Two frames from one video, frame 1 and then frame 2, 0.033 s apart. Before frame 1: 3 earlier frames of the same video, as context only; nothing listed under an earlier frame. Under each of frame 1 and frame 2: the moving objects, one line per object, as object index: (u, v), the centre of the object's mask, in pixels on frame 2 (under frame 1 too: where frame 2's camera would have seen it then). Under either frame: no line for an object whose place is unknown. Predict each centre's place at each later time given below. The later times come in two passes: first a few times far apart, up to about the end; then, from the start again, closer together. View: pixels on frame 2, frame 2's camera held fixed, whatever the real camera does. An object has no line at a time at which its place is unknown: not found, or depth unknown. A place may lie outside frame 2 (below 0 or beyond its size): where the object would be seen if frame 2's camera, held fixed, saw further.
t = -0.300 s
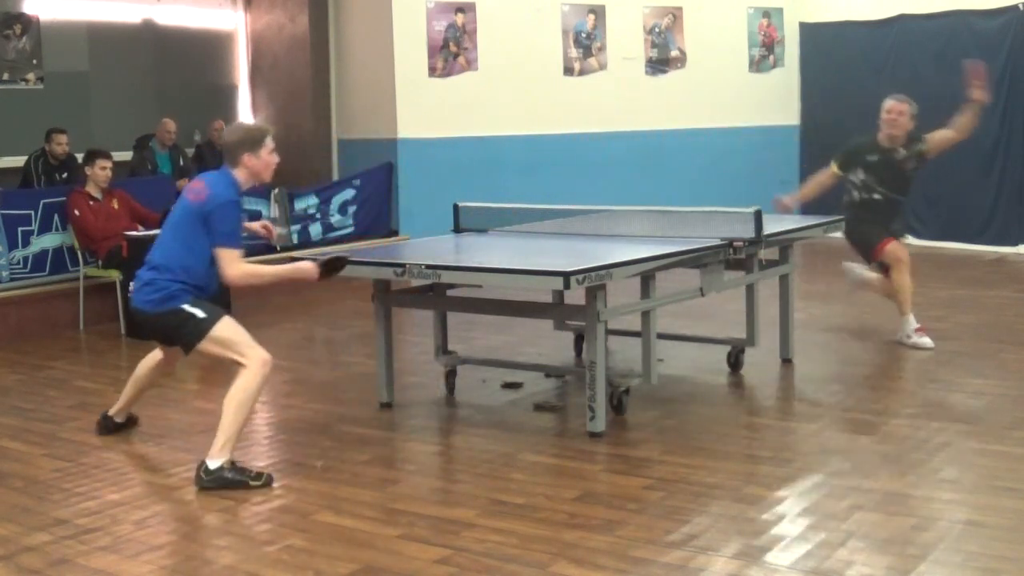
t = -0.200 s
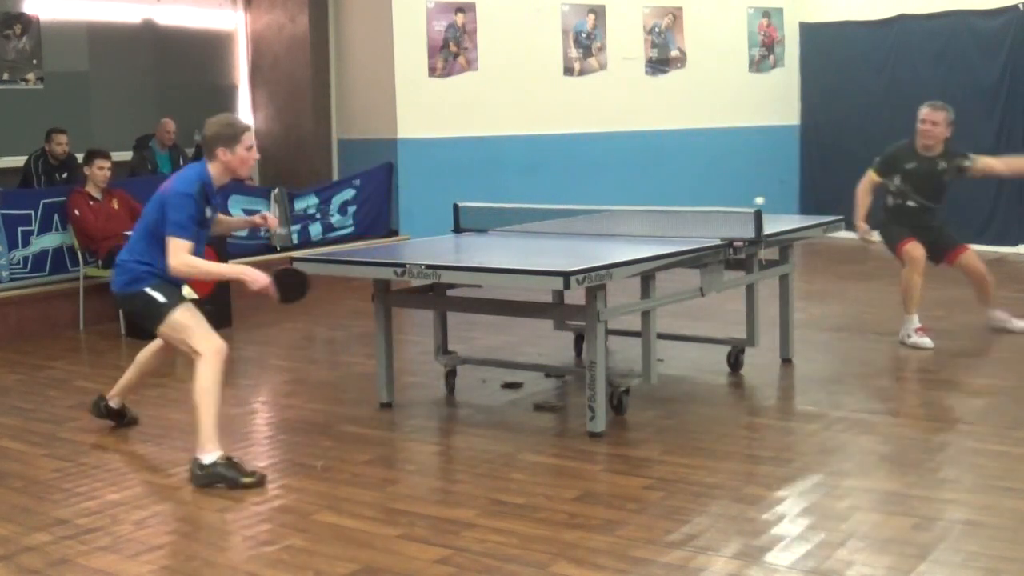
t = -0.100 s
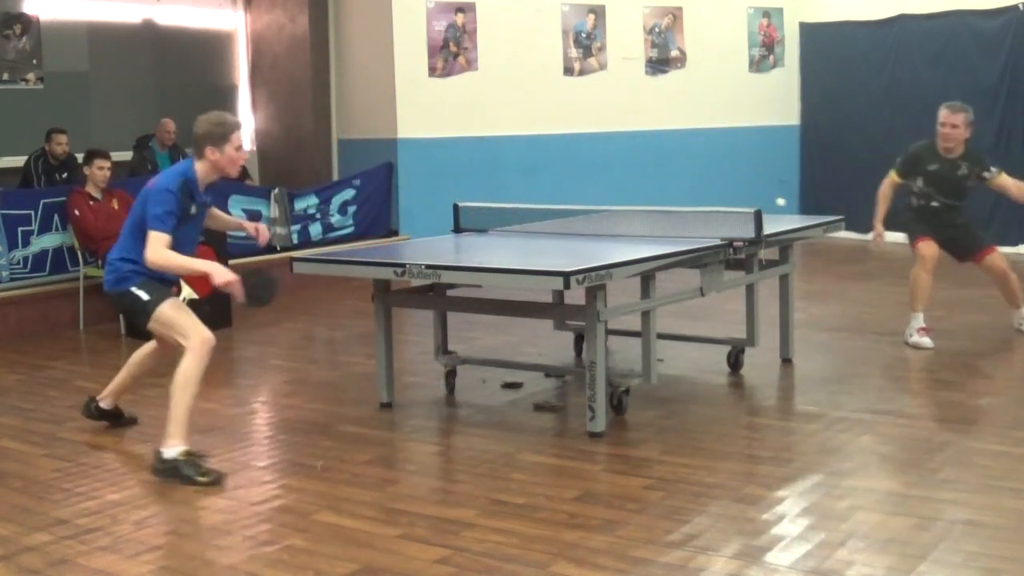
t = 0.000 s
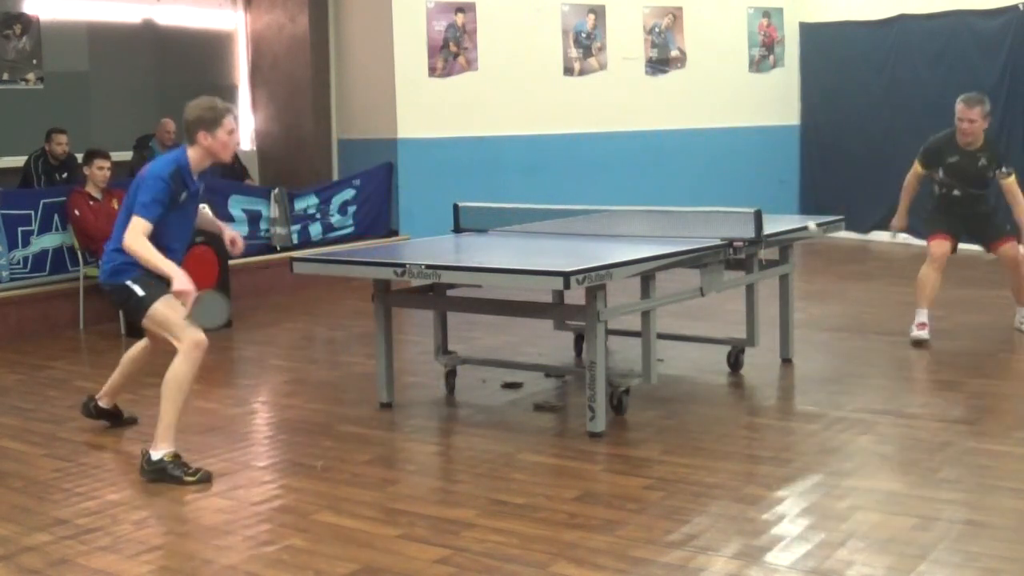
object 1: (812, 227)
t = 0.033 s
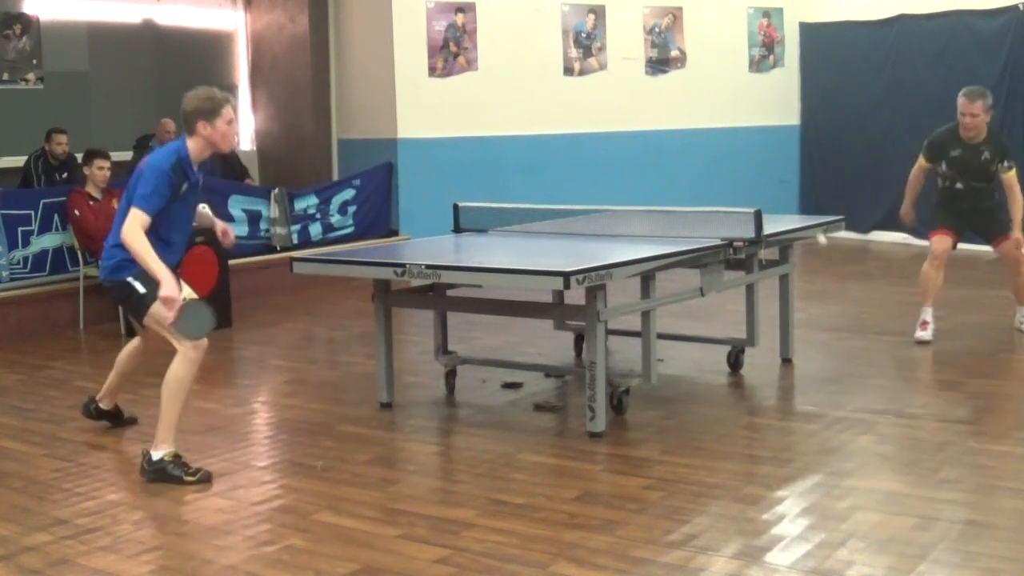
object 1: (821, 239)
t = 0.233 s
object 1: (871, 341)
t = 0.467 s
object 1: (889, 340)
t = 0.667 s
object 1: (893, 363)
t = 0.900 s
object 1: (873, 370)
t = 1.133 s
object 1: (844, 376)
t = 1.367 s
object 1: (815, 382)
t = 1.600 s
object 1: (785, 386)
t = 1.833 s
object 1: (756, 392)
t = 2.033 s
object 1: (731, 395)
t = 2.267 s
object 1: (703, 399)
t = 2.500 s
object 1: (676, 403)
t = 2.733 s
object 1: (647, 408)
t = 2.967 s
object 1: (637, 409)
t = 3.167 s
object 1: (643, 409)
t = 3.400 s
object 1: (650, 408)
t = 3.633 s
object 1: (654, 408)
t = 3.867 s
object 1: (657, 408)
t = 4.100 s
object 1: (660, 408)
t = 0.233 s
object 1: (871, 341)
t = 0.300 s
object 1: (879, 364)
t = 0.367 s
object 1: (884, 346)
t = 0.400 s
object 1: (886, 341)
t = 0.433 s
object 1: (888, 340)
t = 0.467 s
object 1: (889, 340)
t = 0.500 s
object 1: (890, 341)
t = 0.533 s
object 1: (892, 345)
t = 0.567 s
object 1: (894, 353)
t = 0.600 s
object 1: (896, 364)
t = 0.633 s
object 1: (894, 364)
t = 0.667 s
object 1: (893, 363)
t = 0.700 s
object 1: (892, 363)
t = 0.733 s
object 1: (890, 365)
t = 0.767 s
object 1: (886, 367)
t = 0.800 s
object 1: (882, 368)
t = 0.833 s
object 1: (877, 369)
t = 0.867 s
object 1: (875, 370)
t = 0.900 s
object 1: (873, 370)
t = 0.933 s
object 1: (868, 371)
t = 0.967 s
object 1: (863, 372)
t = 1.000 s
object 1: (858, 373)
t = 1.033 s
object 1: (854, 374)
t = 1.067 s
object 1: (851, 375)
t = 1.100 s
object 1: (849, 375)
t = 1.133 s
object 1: (844, 376)
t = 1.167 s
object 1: (839, 377)
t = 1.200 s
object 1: (834, 378)
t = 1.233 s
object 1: (830, 379)
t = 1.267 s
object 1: (827, 380)
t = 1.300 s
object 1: (825, 380)
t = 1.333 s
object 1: (820, 381)
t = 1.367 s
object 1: (815, 382)
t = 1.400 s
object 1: (810, 383)
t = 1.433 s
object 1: (805, 384)
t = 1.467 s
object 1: (803, 384)
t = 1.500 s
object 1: (800, 385)
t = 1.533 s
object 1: (795, 385)
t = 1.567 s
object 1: (790, 385)
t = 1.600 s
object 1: (785, 386)
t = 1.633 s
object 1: (780, 387)
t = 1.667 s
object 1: (778, 388)
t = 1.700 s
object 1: (775, 389)
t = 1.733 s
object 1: (771, 390)
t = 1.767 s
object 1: (766, 391)
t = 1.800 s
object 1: (761, 391)
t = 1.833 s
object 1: (756, 392)
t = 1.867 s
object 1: (754, 392)
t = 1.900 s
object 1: (751, 392)
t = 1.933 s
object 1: (746, 393)
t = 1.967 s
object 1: (741, 394)
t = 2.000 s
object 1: (736, 395)
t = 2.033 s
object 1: (731, 395)
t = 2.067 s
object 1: (729, 396)
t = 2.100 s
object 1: (726, 396)
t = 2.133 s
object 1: (722, 397)
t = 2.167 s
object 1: (716, 398)
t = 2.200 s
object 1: (711, 398)
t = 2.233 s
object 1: (706, 399)
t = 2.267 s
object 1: (703, 399)
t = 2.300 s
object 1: (701, 400)
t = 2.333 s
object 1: (696, 401)
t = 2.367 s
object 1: (691, 401)
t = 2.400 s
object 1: (686, 402)
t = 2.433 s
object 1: (681, 402)
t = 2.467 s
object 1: (679, 403)
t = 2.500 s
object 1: (676, 403)
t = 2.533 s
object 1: (671, 404)
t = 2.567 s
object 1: (666, 405)
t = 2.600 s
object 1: (662, 405)
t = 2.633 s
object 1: (657, 406)
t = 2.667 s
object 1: (655, 406)
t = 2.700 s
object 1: (652, 407)
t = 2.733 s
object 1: (647, 408)
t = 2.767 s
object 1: (643, 408)
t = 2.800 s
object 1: (638, 409)
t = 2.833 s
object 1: (633, 410)
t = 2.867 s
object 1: (631, 410)
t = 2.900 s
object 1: (631, 410)
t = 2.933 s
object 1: (634, 409)
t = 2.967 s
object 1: (637, 409)
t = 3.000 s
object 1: (638, 409)
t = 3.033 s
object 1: (640, 409)
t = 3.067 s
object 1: (640, 409)
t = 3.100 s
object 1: (641, 409)
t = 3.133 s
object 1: (642, 409)
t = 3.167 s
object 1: (643, 409)
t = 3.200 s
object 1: (644, 409)
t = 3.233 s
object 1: (646, 409)
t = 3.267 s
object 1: (646, 409)
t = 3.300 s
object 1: (647, 409)
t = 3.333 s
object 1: (647, 409)
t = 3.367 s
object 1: (649, 409)
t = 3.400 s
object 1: (650, 408)
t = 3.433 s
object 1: (651, 408)
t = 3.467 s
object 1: (651, 408)
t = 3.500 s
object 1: (651, 408)
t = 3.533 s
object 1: (652, 408)
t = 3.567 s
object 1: (653, 408)
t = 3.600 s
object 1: (654, 408)
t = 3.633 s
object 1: (654, 408)
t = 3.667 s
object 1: (654, 408)
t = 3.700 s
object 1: (655, 408)
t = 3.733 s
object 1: (655, 408)
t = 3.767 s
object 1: (656, 408)
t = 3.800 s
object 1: (657, 408)
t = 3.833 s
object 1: (657, 408)
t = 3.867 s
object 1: (657, 408)
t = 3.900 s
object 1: (658, 408)
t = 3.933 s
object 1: (658, 408)
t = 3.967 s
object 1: (658, 408)
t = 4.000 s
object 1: (659, 408)
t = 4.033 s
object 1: (660, 408)
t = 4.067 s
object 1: (660, 408)
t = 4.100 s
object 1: (660, 408)
